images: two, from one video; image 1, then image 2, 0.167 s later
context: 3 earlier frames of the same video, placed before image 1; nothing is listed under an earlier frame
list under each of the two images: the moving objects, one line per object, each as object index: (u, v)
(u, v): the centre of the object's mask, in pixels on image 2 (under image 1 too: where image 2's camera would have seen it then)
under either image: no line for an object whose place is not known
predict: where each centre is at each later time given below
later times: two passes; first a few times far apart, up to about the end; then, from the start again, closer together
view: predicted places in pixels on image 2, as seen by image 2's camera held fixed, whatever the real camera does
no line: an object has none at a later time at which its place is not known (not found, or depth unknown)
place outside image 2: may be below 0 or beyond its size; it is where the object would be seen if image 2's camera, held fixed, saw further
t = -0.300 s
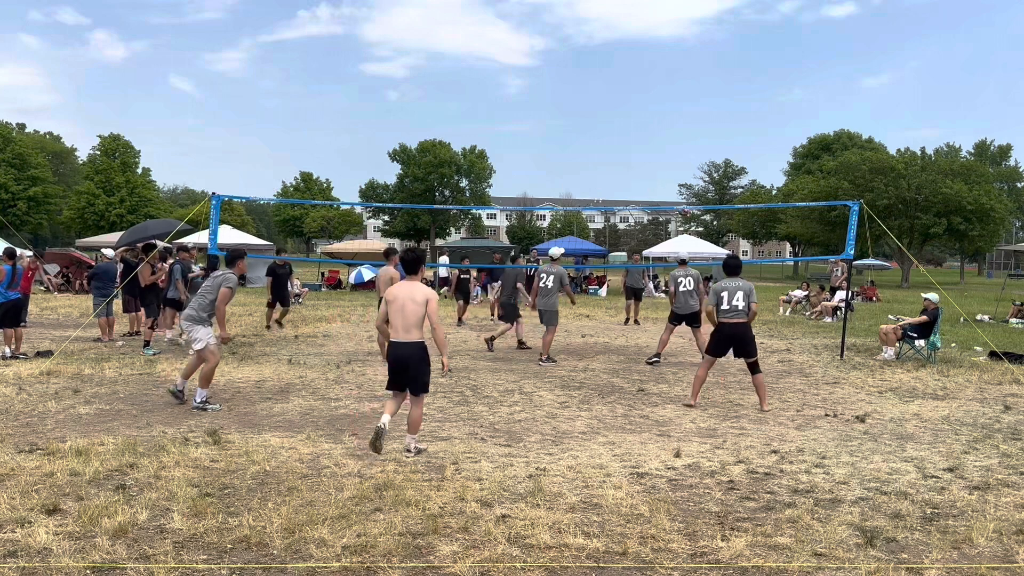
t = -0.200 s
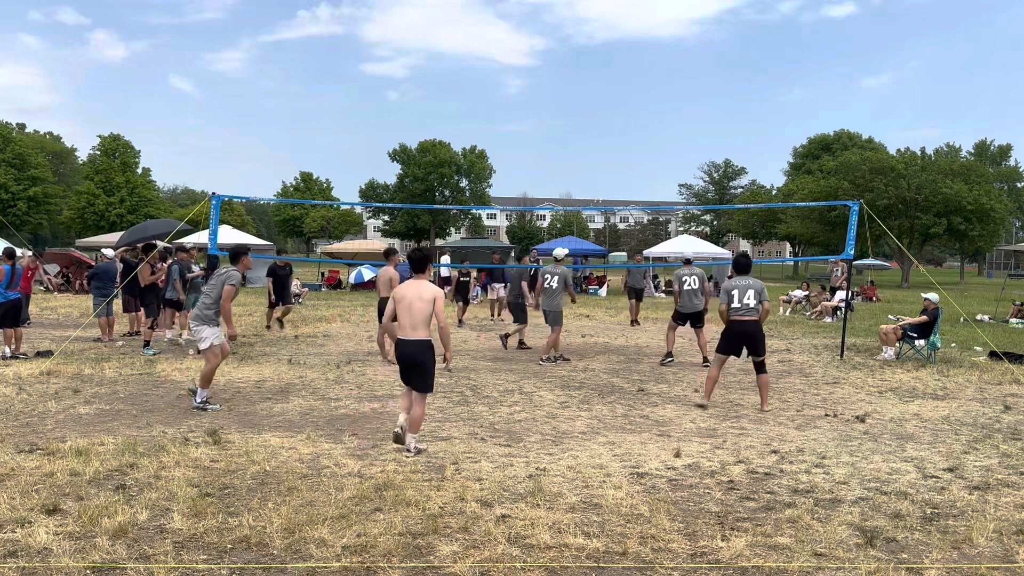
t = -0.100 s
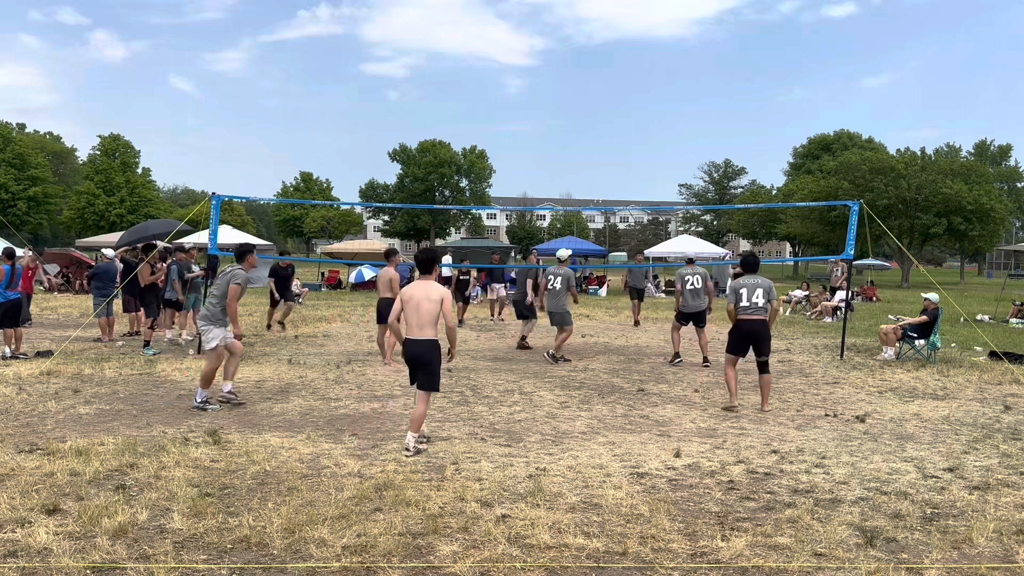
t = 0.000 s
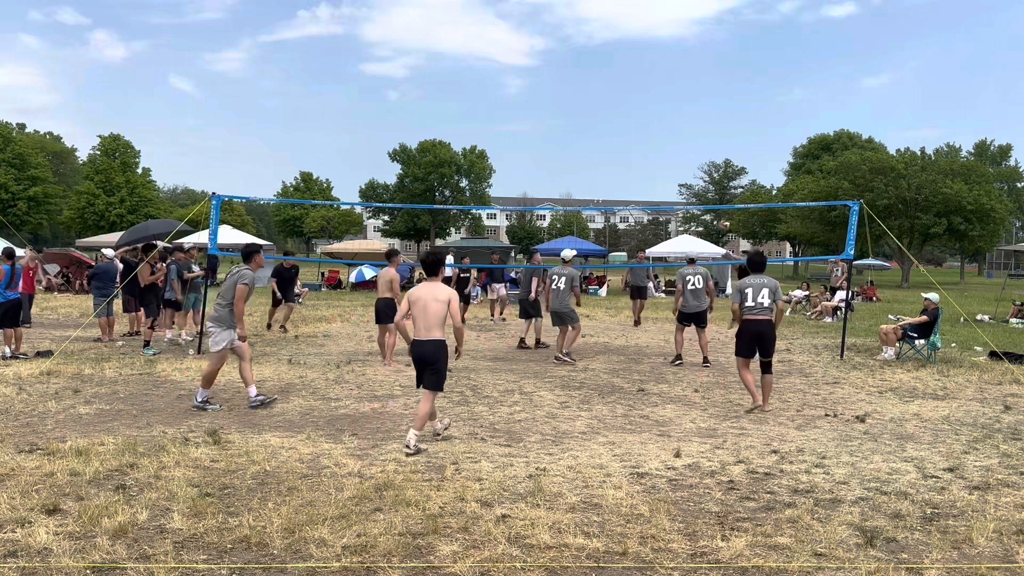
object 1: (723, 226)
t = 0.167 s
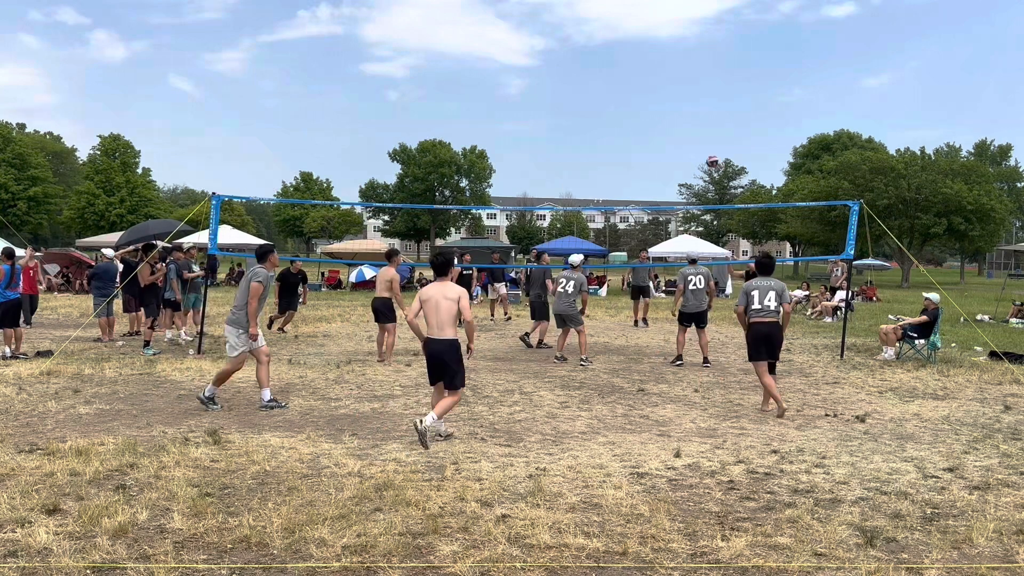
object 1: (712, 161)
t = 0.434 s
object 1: (691, 91)
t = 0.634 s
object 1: (673, 65)
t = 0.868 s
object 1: (651, 62)
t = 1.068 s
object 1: (631, 85)
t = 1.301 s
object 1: (606, 136)
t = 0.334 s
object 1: (699, 113)
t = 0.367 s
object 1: (696, 105)
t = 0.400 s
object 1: (693, 98)
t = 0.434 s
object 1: (691, 91)
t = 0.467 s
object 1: (688, 85)
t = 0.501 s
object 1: (685, 80)
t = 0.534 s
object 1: (682, 75)
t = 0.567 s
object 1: (679, 71)
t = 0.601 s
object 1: (676, 68)
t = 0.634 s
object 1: (673, 65)
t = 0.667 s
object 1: (670, 63)
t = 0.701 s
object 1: (667, 61)
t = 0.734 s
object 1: (664, 60)
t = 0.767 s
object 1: (660, 60)
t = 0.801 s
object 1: (657, 60)
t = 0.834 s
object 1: (654, 61)
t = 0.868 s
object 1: (651, 62)
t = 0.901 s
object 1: (648, 65)
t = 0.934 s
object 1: (644, 68)
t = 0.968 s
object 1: (641, 71)
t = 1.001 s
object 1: (638, 74)
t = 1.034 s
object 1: (634, 79)
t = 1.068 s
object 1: (631, 85)
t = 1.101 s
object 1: (627, 90)
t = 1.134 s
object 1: (624, 96)
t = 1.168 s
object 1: (620, 103)
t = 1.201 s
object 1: (617, 111)
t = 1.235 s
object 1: (613, 119)
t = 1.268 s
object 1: (610, 127)
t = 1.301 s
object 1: (606, 136)
